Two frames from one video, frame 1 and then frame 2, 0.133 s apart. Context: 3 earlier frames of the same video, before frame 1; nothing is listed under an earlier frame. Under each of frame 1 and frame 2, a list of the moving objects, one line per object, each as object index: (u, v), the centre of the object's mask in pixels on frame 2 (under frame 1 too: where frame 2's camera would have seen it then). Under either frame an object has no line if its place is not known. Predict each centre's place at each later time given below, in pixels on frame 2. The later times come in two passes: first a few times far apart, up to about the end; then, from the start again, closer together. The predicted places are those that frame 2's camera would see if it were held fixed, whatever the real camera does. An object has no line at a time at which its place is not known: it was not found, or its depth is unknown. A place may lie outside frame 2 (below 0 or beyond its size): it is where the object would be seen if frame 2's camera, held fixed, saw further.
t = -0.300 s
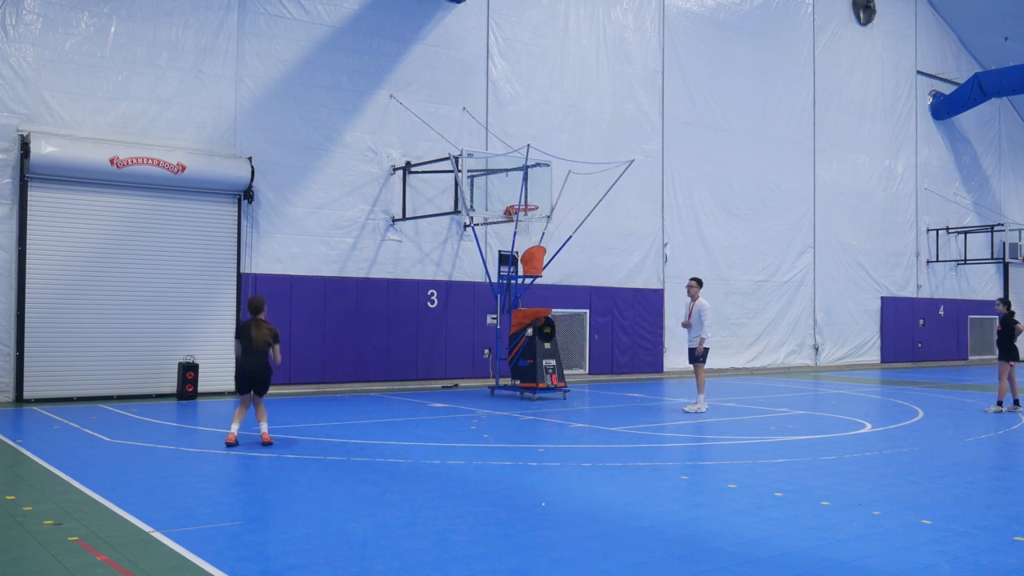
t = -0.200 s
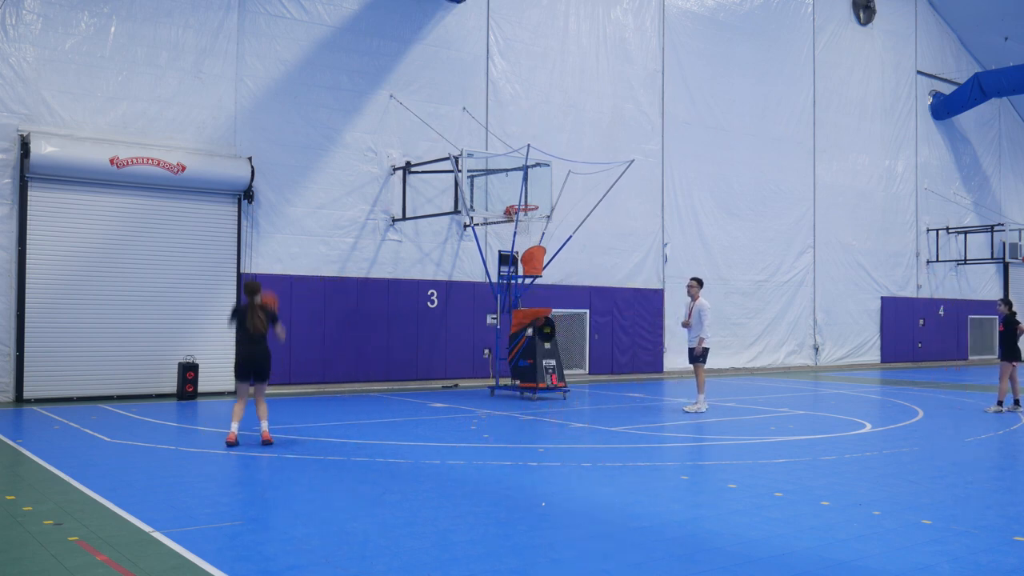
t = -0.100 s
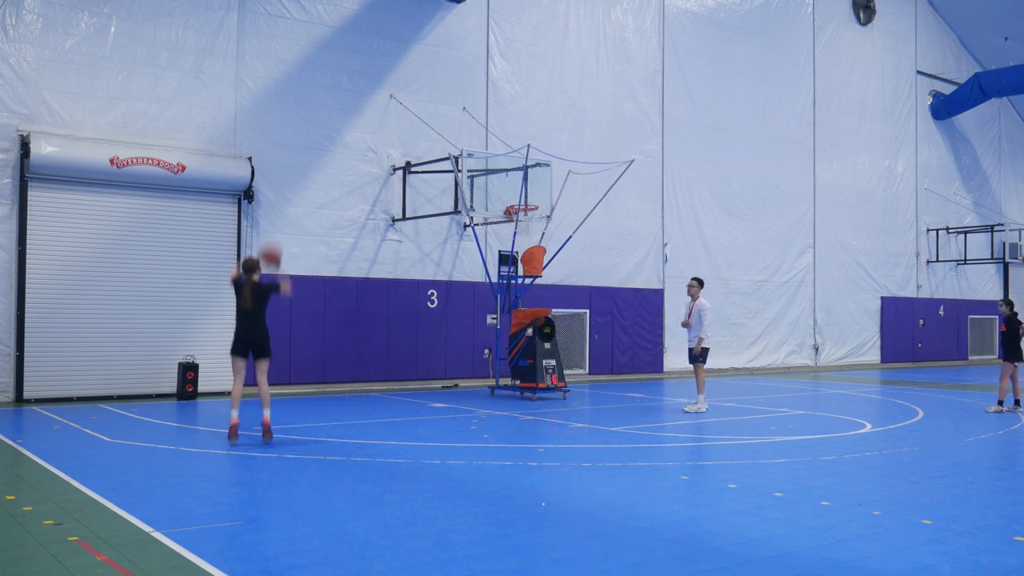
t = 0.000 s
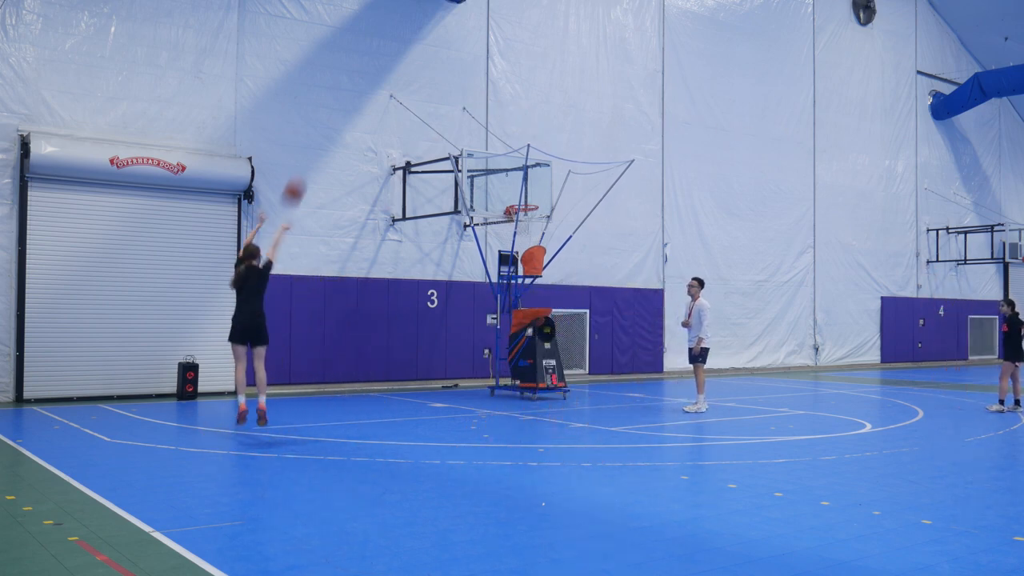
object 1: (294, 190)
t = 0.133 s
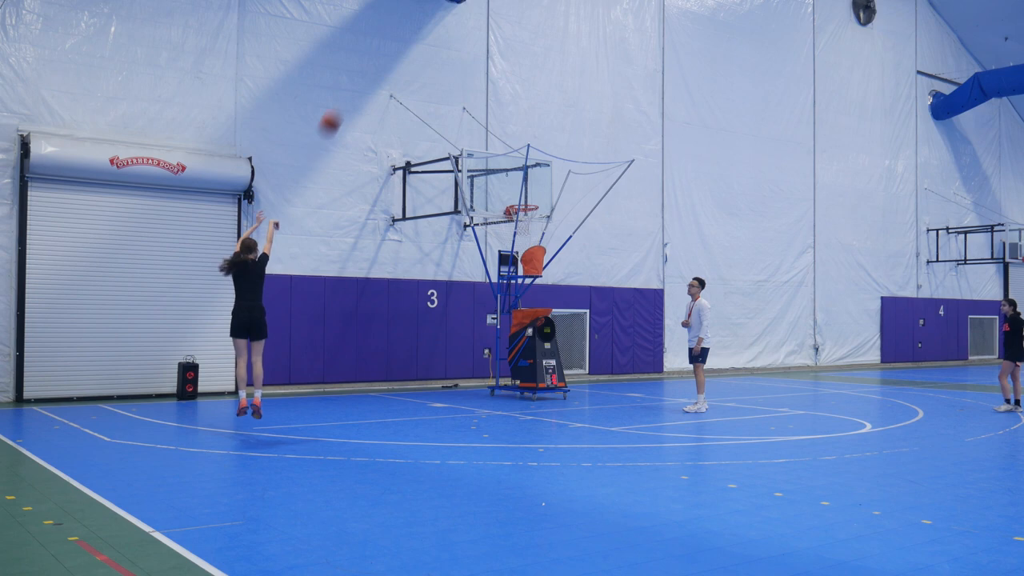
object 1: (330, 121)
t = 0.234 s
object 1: (355, 84)
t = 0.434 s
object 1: (397, 40)
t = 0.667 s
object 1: (438, 32)
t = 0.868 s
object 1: (468, 55)
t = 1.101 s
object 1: (498, 110)
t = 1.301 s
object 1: (518, 178)
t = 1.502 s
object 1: (519, 237)
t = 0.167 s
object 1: (339, 107)
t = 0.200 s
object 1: (347, 95)
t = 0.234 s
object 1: (355, 84)
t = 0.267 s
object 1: (362, 74)
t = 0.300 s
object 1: (370, 65)
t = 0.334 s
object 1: (377, 57)
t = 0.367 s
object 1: (384, 51)
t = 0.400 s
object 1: (391, 45)
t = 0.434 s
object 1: (397, 40)
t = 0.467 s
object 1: (404, 36)
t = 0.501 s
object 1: (410, 34)
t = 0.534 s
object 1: (415, 31)
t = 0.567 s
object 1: (421, 30)
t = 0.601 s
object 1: (427, 30)
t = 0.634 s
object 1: (432, 30)
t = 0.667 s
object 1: (438, 32)
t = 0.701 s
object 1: (443, 34)
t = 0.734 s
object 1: (449, 37)
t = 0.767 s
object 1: (454, 40)
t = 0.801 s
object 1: (458, 45)
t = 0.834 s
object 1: (463, 49)
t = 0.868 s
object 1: (468, 55)
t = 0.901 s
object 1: (473, 61)
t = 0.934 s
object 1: (477, 67)
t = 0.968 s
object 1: (481, 75)
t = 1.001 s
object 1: (486, 83)
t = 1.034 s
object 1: (490, 92)
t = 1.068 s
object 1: (494, 101)
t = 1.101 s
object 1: (498, 110)
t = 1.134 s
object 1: (502, 120)
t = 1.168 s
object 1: (506, 130)
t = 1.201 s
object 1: (509, 142)
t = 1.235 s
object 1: (513, 153)
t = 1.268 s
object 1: (517, 166)
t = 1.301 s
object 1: (518, 178)
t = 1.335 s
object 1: (524, 190)
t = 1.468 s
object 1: (522, 230)
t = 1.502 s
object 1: (519, 237)
